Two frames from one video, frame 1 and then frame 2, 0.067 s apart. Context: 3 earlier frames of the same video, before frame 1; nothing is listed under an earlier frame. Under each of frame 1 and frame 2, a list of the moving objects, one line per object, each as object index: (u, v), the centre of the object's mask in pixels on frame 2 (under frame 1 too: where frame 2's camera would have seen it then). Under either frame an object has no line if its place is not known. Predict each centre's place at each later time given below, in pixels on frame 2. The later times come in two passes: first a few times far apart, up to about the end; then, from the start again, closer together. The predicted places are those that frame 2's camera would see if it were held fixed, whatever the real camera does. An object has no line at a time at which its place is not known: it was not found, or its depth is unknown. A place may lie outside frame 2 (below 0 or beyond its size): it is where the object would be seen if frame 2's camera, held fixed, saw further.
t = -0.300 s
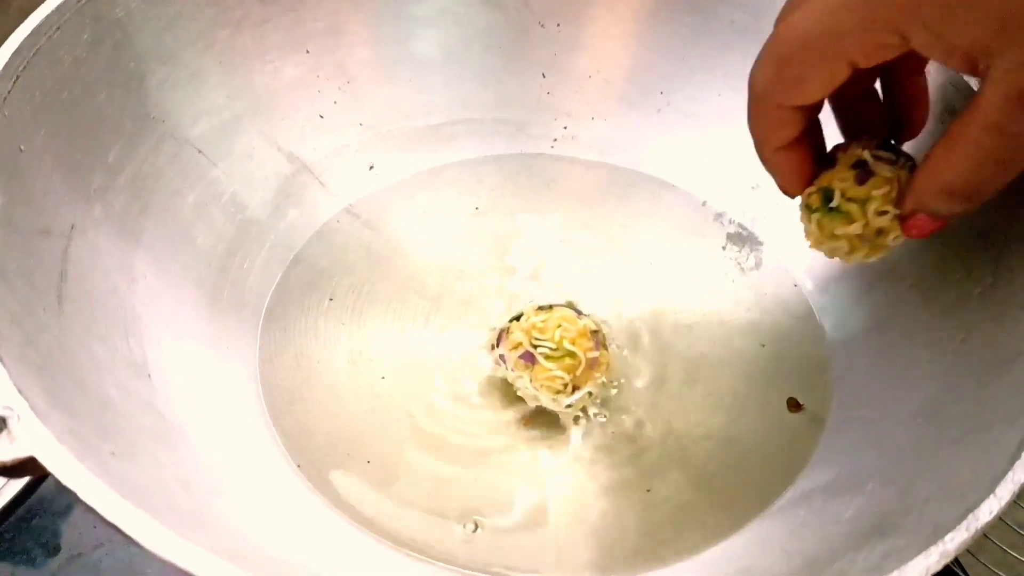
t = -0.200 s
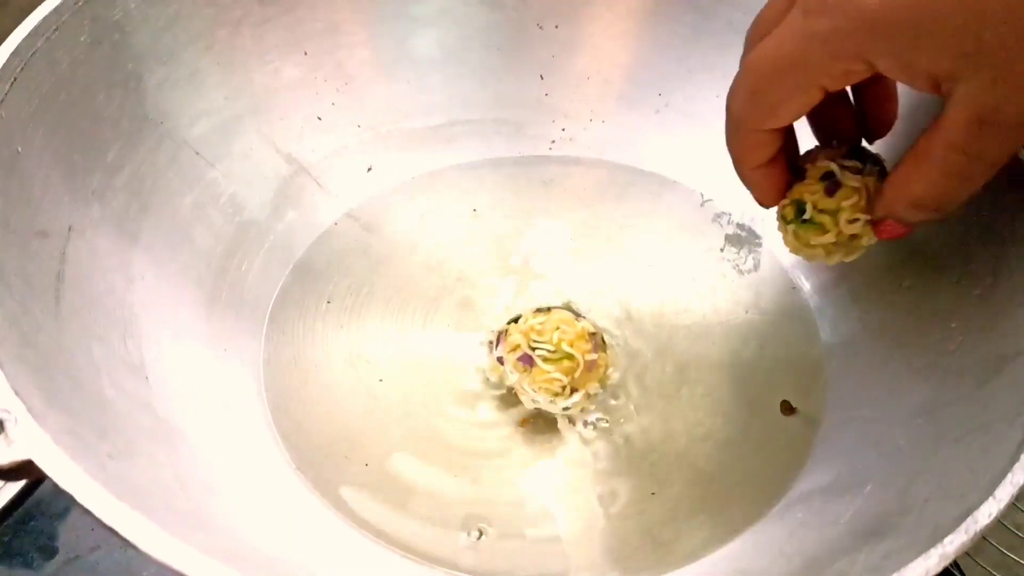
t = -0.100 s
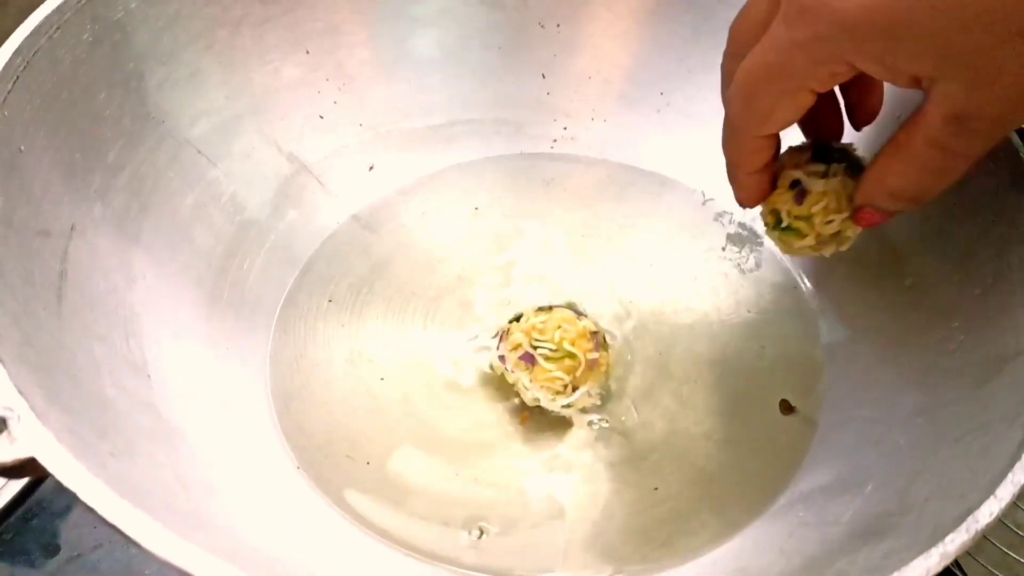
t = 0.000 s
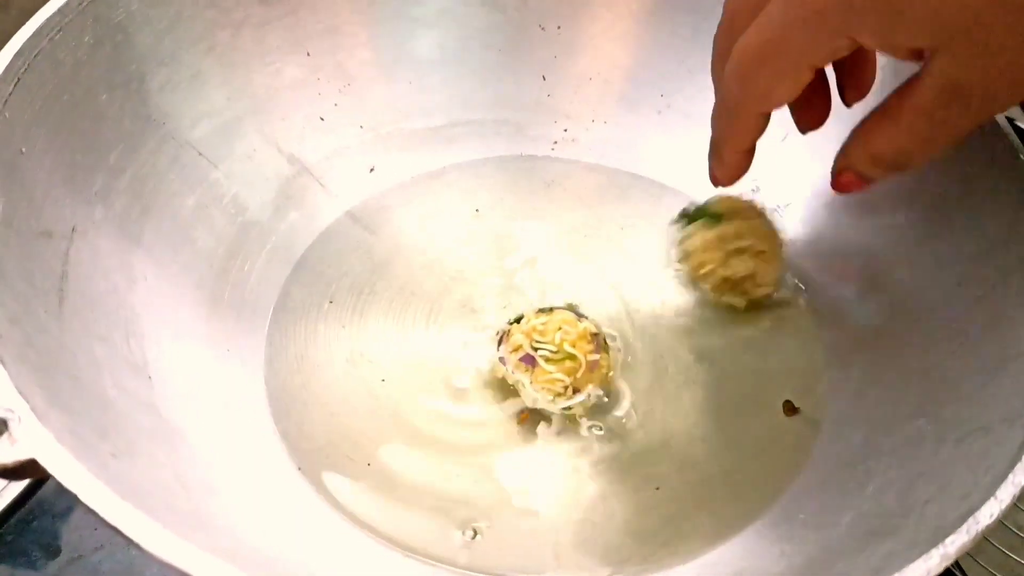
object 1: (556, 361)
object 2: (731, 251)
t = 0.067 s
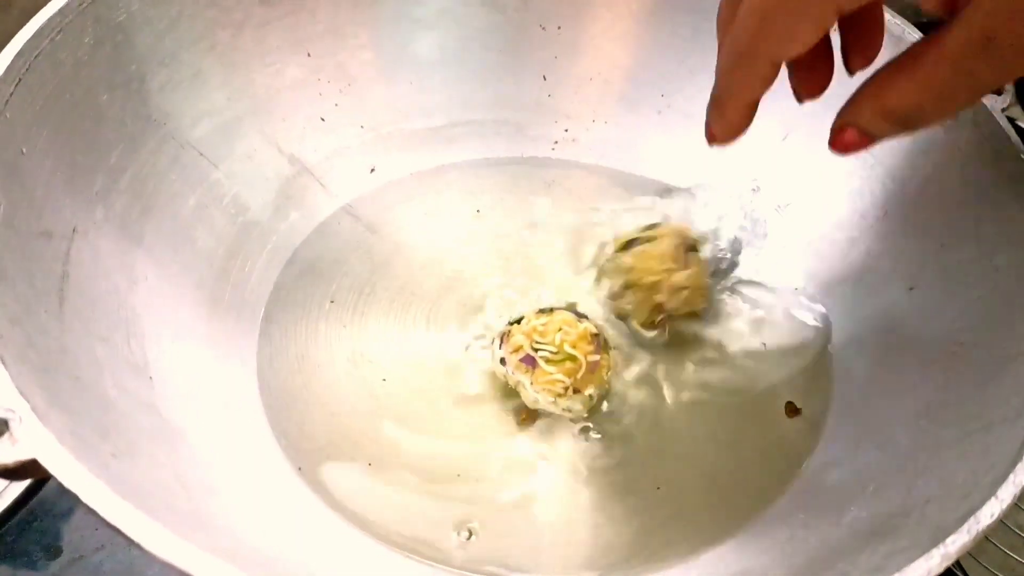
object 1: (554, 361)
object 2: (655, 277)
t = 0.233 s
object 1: (549, 370)
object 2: (585, 286)
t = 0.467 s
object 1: (547, 371)
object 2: (589, 286)
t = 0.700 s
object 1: (547, 368)
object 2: (604, 293)
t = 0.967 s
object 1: (548, 369)
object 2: (601, 292)
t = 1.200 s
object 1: (549, 369)
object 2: (600, 293)
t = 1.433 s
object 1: (546, 370)
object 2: (600, 293)
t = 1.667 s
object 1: (549, 370)
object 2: (599, 291)
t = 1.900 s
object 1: (549, 370)
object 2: (599, 292)
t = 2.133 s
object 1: (551, 370)
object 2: (601, 293)
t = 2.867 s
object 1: (546, 370)
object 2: (600, 293)
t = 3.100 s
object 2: (600, 293)
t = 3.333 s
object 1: (546, 370)
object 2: (600, 293)
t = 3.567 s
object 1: (547, 370)
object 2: (600, 293)
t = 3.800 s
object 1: (551, 369)
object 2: (599, 293)
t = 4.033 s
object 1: (550, 370)
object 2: (601, 293)
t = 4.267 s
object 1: (545, 370)
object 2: (602, 293)
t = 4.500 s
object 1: (545, 370)
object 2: (601, 293)
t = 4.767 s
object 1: (550, 369)
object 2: (602, 293)
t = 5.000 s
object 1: (550, 371)
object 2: (600, 294)
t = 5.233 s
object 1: (543, 371)
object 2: (601, 294)
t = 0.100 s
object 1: (556, 360)
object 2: (629, 283)
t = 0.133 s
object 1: (553, 360)
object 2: (610, 287)
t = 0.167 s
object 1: (552, 366)
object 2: (597, 290)
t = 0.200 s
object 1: (548, 369)
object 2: (589, 287)
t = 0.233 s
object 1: (549, 370)
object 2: (585, 286)
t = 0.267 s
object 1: (549, 371)
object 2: (579, 283)
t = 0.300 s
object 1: (551, 369)
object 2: (576, 282)
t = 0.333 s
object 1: (546, 369)
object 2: (577, 283)
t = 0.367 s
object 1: (548, 369)
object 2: (578, 282)
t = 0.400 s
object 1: (551, 368)
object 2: (582, 283)
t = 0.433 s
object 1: (549, 369)
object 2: (585, 285)
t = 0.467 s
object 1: (547, 371)
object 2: (589, 286)
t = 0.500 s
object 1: (550, 369)
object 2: (595, 289)
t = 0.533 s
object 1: (550, 369)
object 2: (600, 291)
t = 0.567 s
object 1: (549, 370)
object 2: (605, 293)
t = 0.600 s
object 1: (549, 370)
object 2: (606, 295)
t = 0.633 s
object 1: (547, 371)
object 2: (607, 295)
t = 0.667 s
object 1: (547, 371)
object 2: (605, 294)
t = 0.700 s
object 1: (547, 368)
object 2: (604, 293)
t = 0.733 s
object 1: (545, 370)
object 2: (600, 292)
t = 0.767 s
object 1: (547, 369)
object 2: (598, 291)
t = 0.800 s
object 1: (547, 368)
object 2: (597, 290)
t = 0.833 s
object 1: (549, 368)
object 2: (597, 291)
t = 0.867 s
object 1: (548, 368)
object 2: (599, 291)
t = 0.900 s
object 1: (548, 370)
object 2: (600, 294)
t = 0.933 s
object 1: (548, 371)
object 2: (600, 292)
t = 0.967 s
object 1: (548, 369)
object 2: (601, 292)
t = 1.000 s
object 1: (548, 373)
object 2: (599, 293)
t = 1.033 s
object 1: (548, 373)
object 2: (600, 293)
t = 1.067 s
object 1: (547, 373)
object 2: (600, 293)
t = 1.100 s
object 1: (549, 369)
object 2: (600, 293)
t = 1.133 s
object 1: (547, 370)
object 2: (601, 293)
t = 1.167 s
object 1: (549, 369)
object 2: (601, 293)
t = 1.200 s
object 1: (549, 369)
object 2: (600, 293)
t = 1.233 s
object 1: (549, 369)
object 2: (601, 293)
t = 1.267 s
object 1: (549, 369)
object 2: (601, 294)
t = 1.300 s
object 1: (550, 370)
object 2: (601, 293)
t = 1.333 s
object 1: (551, 370)
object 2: (602, 293)
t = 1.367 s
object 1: (550, 370)
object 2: (600, 293)
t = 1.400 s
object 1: (548, 371)
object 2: (600, 294)
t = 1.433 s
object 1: (546, 370)
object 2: (600, 293)
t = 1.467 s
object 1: (544, 370)
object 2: (601, 293)
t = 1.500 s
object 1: (550, 368)
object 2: (600, 293)
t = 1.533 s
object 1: (549, 369)
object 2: (600, 292)
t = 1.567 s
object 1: (547, 370)
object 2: (600, 293)
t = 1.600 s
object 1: (549, 369)
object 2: (600, 291)
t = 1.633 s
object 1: (551, 370)
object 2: (599, 292)
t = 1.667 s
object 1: (549, 370)
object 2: (599, 291)
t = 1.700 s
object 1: (551, 370)
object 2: (599, 292)
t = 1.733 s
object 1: (548, 370)
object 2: (599, 293)
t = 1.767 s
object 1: (549, 370)
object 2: (599, 293)
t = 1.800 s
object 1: (547, 370)
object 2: (600, 293)
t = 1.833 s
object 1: (545, 370)
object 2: (600, 293)
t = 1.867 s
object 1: (550, 369)
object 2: (600, 292)
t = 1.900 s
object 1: (549, 370)
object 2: (599, 292)
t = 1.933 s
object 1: (549, 370)
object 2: (600, 293)
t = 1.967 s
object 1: (548, 370)
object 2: (600, 292)
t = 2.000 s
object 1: (549, 371)
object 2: (599, 293)
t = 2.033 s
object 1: (550, 369)
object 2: (600, 293)
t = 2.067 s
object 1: (550, 370)
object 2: (600, 293)
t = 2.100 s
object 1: (550, 369)
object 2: (600, 293)
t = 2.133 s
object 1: (551, 370)
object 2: (601, 293)
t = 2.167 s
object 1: (549, 370)
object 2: (601, 293)
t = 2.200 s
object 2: (600, 293)
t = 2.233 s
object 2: (600, 294)
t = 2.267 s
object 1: (546, 371)
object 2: (599, 293)
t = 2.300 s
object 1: (549, 370)
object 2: (600, 293)
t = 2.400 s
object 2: (600, 293)
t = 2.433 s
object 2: (599, 293)
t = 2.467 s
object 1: (547, 370)
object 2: (599, 293)
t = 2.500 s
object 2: (599, 293)
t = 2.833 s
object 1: (550, 370)
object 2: (601, 293)
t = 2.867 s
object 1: (546, 370)
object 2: (600, 293)
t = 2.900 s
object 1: (548, 370)
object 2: (600, 293)
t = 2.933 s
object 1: (548, 369)
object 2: (601, 294)
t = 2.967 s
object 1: (547, 369)
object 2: (600, 294)
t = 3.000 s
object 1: (550, 370)
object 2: (601, 296)
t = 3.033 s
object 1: (550, 371)
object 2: (600, 293)
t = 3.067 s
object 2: (600, 293)
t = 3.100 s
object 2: (600, 293)
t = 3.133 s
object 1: (549, 370)
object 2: (600, 293)
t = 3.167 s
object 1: (548, 369)
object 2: (600, 293)
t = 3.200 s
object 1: (551, 370)
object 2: (600, 293)
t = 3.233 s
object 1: (548, 371)
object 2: (602, 295)
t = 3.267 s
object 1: (547, 370)
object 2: (601, 294)
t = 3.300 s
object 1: (546, 371)
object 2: (600, 293)
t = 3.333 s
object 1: (546, 370)
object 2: (600, 293)
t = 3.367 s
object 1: (544, 371)
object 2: (600, 293)
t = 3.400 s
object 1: (548, 369)
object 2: (600, 292)
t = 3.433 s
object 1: (548, 370)
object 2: (599, 293)
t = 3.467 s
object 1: (546, 370)
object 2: (600, 293)
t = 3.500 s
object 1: (545, 371)
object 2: (600, 293)
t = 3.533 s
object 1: (549, 370)
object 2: (600, 293)
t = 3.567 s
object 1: (547, 370)
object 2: (600, 293)
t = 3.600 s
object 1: (547, 370)
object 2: (600, 293)
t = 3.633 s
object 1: (546, 369)
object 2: (600, 293)
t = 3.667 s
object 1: (550, 370)
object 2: (600, 292)
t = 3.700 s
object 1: (547, 370)
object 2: (600, 293)
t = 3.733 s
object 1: (546, 369)
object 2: (600, 292)
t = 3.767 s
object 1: (550, 369)
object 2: (600, 293)
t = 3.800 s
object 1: (551, 369)
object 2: (599, 293)
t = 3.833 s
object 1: (550, 369)
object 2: (600, 293)
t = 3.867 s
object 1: (549, 369)
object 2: (601, 292)
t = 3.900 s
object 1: (548, 371)
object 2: (600, 292)
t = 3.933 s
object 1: (550, 370)
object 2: (601, 293)
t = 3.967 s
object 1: (549, 369)
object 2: (601, 293)
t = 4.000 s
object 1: (551, 369)
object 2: (601, 294)
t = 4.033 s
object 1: (550, 370)
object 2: (601, 293)
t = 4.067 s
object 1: (549, 369)
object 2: (600, 293)
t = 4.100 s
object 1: (548, 370)
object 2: (601, 294)
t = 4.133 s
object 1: (551, 370)
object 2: (601, 293)
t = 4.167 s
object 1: (545, 370)
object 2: (602, 293)
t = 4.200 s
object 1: (544, 370)
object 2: (602, 292)
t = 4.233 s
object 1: (549, 370)
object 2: (602, 292)
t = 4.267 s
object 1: (545, 370)
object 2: (602, 293)
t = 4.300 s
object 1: (543, 371)
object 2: (603, 293)
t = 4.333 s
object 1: (549, 369)
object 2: (602, 293)
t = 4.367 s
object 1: (550, 369)
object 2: (603, 292)
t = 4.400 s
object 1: (547, 370)
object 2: (602, 293)
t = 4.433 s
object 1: (544, 370)
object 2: (602, 293)
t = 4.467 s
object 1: (551, 369)
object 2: (601, 293)
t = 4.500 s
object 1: (545, 370)
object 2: (601, 293)
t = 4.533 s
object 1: (549, 369)
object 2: (601, 293)
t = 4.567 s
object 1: (545, 370)
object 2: (602, 294)
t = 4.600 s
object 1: (550, 369)
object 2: (602, 294)
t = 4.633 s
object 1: (546, 370)
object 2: (602, 293)
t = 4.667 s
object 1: (544, 369)
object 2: (601, 293)
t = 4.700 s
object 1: (547, 370)
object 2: (601, 294)
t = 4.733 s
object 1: (550, 369)
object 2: (601, 293)
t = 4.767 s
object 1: (550, 369)
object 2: (602, 293)
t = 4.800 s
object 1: (550, 369)
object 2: (601, 293)
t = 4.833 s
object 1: (553, 369)
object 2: (603, 293)
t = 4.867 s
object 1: (551, 369)
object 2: (601, 293)
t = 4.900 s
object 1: (551, 369)
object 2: (601, 292)
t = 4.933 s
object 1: (549, 370)
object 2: (601, 293)
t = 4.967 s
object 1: (551, 370)
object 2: (601, 293)
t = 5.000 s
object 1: (550, 371)
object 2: (600, 294)
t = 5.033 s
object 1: (549, 371)
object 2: (601, 294)
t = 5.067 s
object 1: (551, 369)
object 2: (601, 294)
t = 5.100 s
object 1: (550, 370)
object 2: (601, 293)
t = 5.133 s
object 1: (546, 370)
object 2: (601, 294)
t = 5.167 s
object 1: (549, 371)
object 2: (602, 293)
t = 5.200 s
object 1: (548, 371)
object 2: (601, 294)
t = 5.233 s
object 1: (543, 371)
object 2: (601, 294)
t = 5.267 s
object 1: (550, 371)
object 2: (601, 293)
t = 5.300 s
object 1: (546, 371)
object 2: (601, 293)
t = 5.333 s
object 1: (546, 371)
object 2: (602, 294)
